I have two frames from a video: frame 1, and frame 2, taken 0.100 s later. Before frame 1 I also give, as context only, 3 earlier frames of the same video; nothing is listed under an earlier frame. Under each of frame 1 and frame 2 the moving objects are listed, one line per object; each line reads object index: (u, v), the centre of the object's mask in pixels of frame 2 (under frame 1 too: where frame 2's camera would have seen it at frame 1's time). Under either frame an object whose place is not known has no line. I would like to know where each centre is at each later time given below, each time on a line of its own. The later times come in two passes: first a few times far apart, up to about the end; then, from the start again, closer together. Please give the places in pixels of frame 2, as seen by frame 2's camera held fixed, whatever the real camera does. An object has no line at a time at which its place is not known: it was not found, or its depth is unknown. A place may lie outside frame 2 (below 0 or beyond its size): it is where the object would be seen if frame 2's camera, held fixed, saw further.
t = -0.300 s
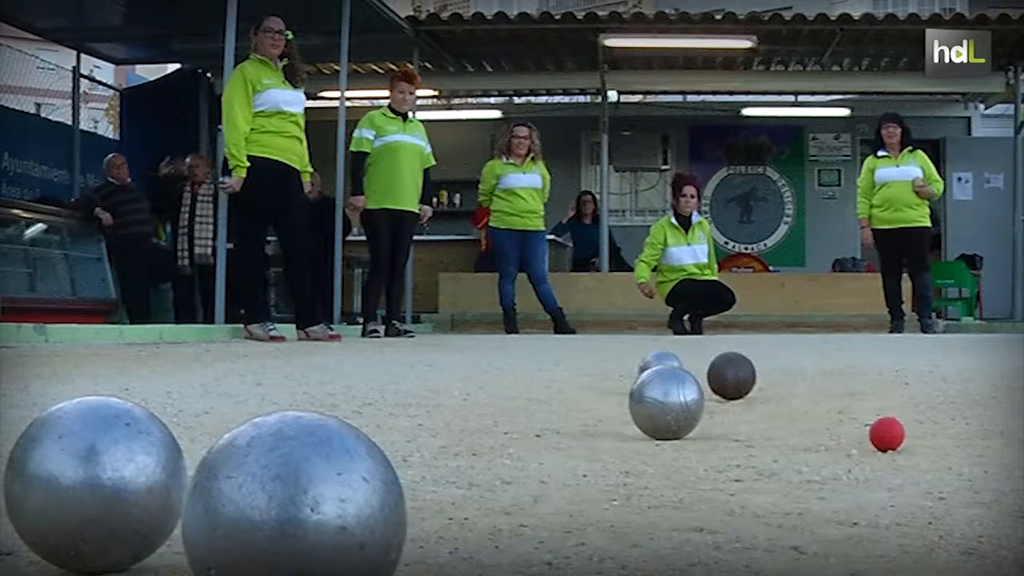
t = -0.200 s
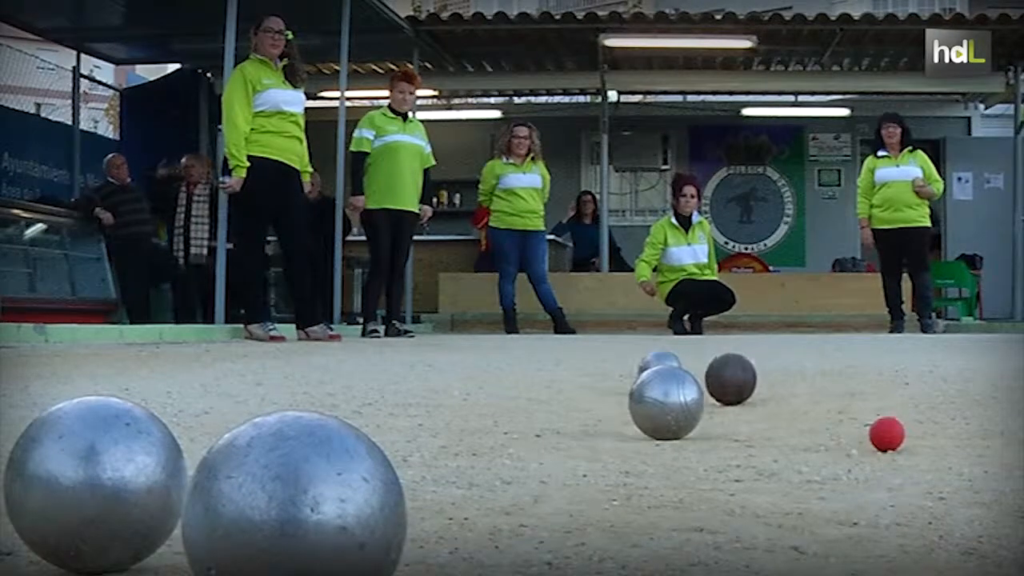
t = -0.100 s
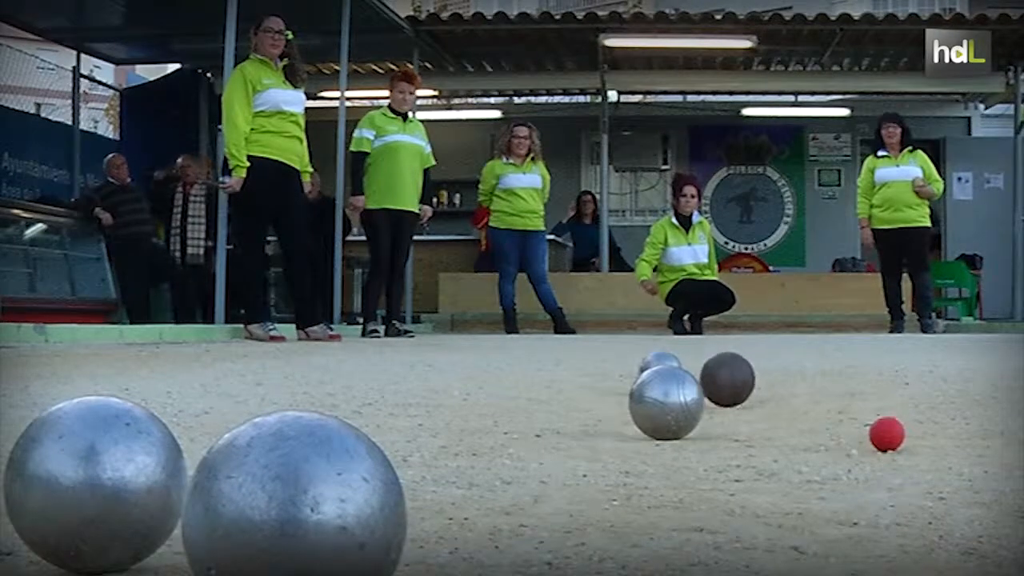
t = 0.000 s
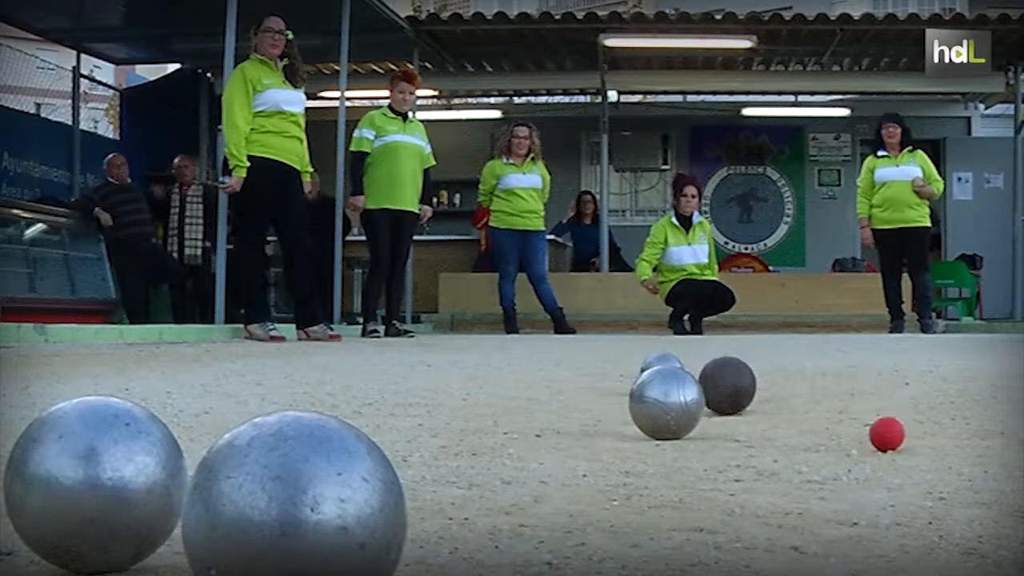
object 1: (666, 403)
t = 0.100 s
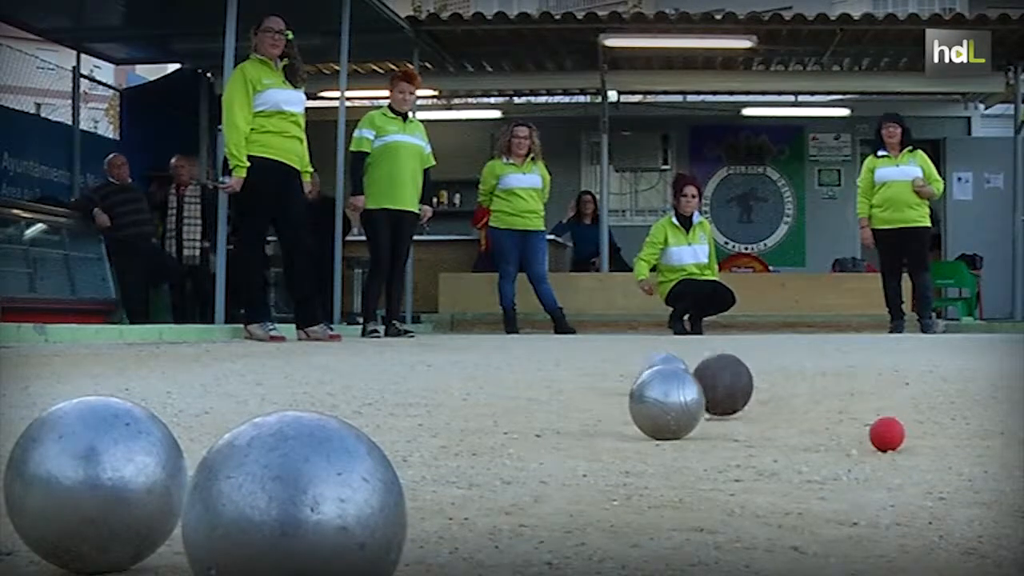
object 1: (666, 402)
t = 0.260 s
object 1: (666, 403)
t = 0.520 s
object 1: (655, 405)
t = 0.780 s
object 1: (661, 410)
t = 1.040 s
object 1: (673, 414)
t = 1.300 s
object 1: (691, 421)
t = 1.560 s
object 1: (715, 423)
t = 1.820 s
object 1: (701, 423)
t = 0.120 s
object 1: (666, 403)
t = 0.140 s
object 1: (666, 402)
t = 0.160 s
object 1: (666, 402)
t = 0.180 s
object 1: (666, 402)
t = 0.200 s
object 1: (666, 402)
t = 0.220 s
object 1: (666, 402)
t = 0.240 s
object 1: (666, 403)
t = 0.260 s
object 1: (666, 403)
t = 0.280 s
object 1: (666, 403)
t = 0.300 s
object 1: (666, 403)
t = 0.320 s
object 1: (666, 403)
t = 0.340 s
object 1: (665, 403)
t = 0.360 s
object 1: (663, 401)
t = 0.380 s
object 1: (662, 401)
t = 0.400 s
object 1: (660, 402)
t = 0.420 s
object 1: (659, 402)
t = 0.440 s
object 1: (658, 403)
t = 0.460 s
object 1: (657, 404)
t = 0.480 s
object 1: (656, 405)
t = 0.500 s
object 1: (656, 405)
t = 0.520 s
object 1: (655, 405)
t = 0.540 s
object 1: (654, 406)
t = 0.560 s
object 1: (653, 406)
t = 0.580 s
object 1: (653, 406)
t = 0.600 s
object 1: (654, 407)
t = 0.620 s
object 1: (654, 406)
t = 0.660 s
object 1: (654, 407)
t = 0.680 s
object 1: (654, 407)
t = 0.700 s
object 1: (655, 407)
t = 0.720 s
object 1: (654, 407)
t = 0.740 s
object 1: (655, 406)
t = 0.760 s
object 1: (659, 409)
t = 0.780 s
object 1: (661, 410)
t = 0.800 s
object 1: (662, 411)
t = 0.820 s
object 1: (663, 411)
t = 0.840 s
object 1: (665, 411)
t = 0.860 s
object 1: (666, 412)
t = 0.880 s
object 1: (668, 412)
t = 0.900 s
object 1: (669, 412)
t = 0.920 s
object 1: (669, 412)
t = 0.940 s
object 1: (670, 412)
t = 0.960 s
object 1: (671, 412)
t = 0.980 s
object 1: (671, 413)
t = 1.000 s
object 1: (672, 413)
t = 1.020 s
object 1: (672, 414)
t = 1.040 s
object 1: (673, 414)
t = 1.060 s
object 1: (674, 415)
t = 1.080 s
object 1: (674, 415)
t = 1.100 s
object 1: (675, 415)
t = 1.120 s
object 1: (676, 416)
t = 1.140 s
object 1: (678, 416)
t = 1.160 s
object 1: (679, 417)
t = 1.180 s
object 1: (680, 417)
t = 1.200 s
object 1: (682, 418)
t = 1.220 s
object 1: (684, 418)
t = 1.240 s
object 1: (685, 418)
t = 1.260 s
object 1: (686, 419)
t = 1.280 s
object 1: (688, 420)
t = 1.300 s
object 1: (691, 421)
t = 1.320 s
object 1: (694, 421)
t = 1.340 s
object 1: (696, 421)
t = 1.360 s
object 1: (698, 421)
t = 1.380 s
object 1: (701, 421)
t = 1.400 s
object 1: (703, 422)
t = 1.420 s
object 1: (705, 422)
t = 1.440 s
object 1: (708, 422)
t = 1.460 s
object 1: (710, 422)
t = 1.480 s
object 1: (712, 422)
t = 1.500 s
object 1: (714, 423)
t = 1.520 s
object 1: (715, 423)
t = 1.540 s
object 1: (715, 423)
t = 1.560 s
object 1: (715, 423)
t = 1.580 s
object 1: (715, 423)
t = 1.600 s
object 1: (715, 423)
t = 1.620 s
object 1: (714, 423)
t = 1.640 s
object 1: (714, 423)
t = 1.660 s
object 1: (713, 423)
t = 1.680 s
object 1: (711, 423)
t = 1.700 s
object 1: (710, 423)
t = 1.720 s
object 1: (709, 423)
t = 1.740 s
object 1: (707, 423)
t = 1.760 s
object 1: (706, 423)
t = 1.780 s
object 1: (704, 423)
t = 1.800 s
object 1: (703, 423)
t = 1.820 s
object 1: (701, 423)
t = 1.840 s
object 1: (699, 424)
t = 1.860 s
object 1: (698, 424)
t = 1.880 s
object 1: (697, 424)
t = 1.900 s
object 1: (697, 424)
